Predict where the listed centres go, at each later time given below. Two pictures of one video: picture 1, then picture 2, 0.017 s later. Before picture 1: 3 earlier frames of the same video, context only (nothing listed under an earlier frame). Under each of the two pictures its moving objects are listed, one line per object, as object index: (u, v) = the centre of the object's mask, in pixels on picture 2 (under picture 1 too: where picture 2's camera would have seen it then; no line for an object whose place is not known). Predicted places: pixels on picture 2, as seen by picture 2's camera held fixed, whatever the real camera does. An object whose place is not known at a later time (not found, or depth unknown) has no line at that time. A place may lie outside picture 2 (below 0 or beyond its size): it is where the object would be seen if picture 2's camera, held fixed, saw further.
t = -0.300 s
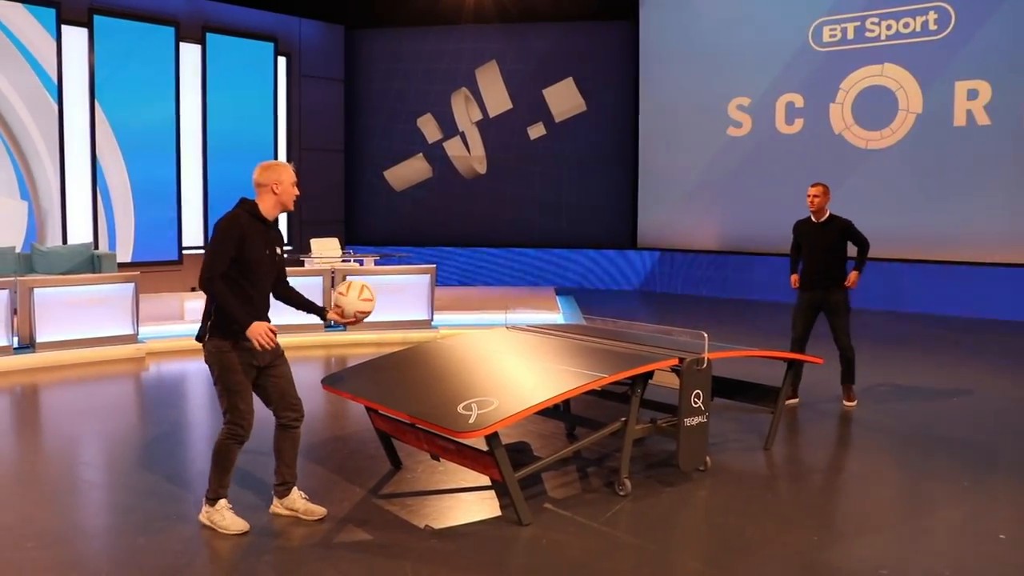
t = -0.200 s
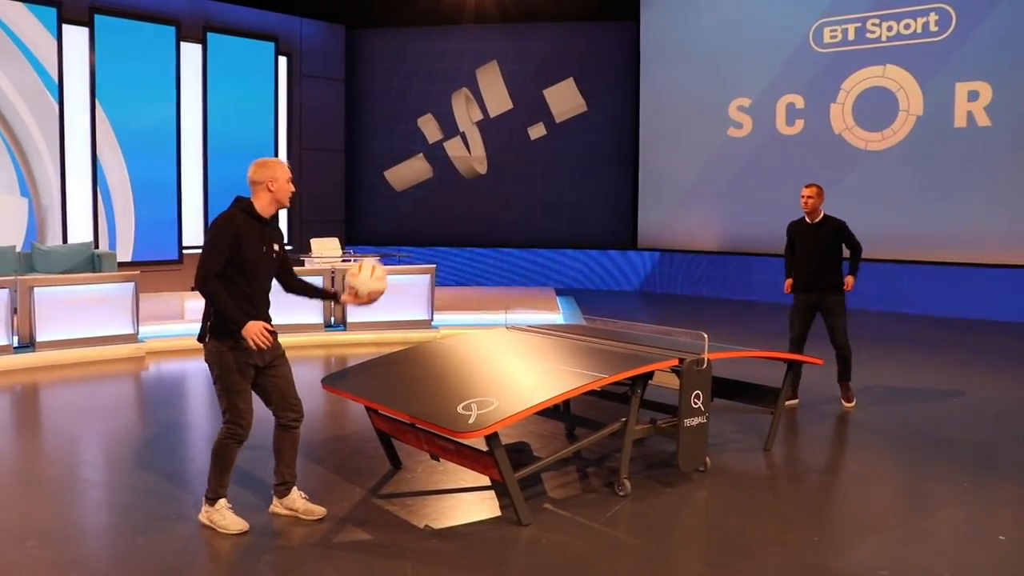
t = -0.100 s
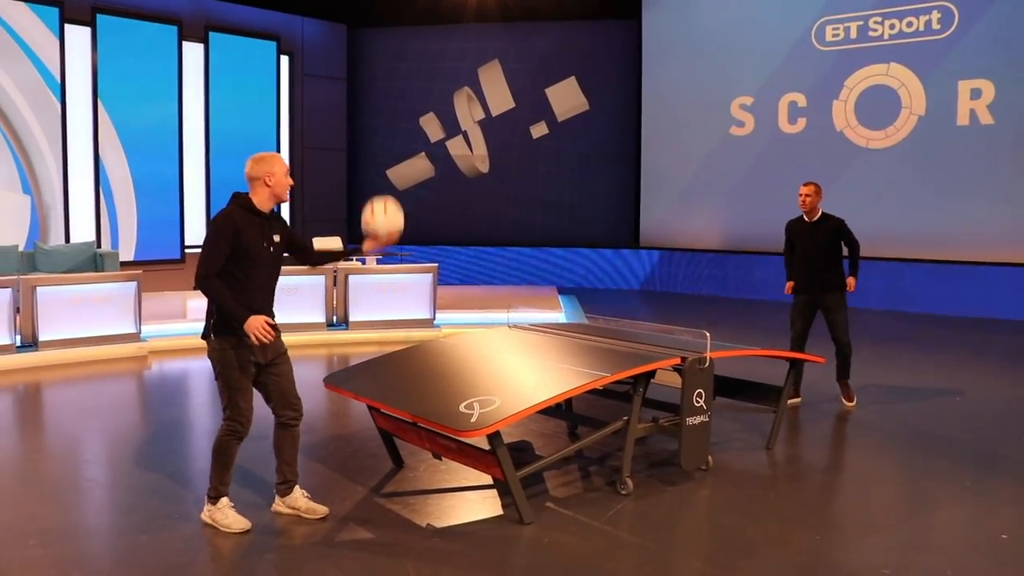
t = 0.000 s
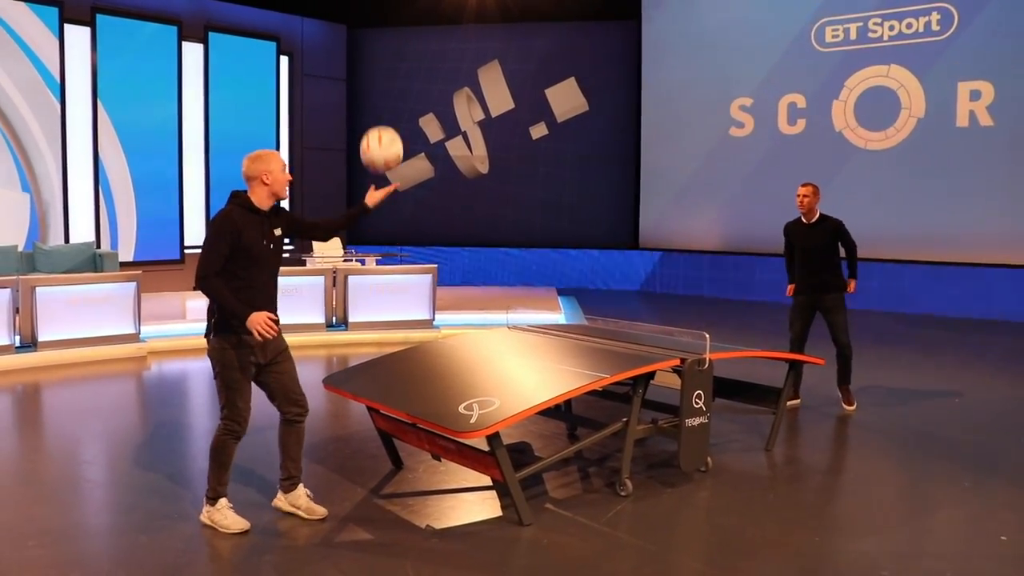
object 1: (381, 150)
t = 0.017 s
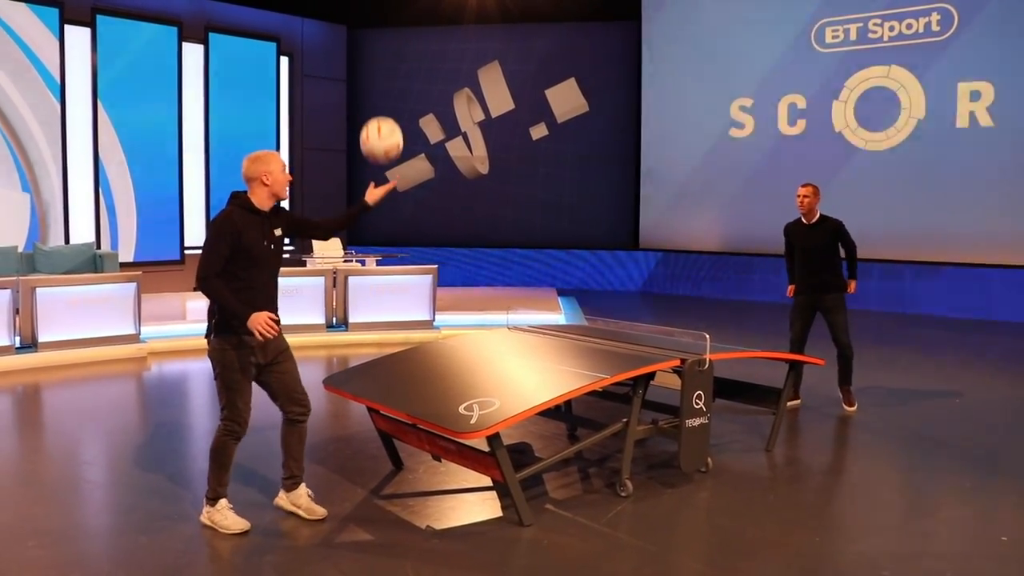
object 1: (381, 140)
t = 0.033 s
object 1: (381, 131)
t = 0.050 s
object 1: (381, 122)
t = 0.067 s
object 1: (381, 113)
